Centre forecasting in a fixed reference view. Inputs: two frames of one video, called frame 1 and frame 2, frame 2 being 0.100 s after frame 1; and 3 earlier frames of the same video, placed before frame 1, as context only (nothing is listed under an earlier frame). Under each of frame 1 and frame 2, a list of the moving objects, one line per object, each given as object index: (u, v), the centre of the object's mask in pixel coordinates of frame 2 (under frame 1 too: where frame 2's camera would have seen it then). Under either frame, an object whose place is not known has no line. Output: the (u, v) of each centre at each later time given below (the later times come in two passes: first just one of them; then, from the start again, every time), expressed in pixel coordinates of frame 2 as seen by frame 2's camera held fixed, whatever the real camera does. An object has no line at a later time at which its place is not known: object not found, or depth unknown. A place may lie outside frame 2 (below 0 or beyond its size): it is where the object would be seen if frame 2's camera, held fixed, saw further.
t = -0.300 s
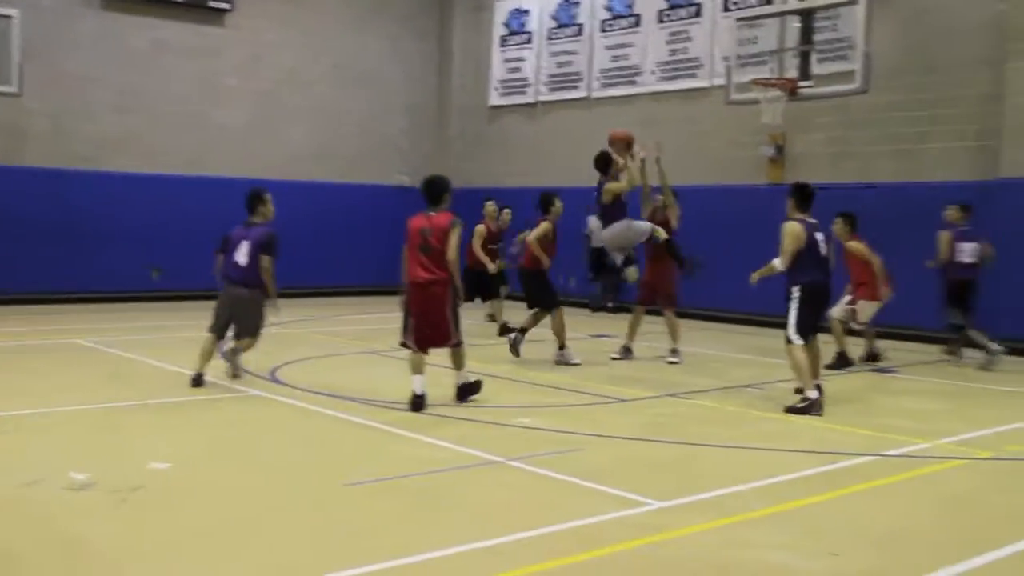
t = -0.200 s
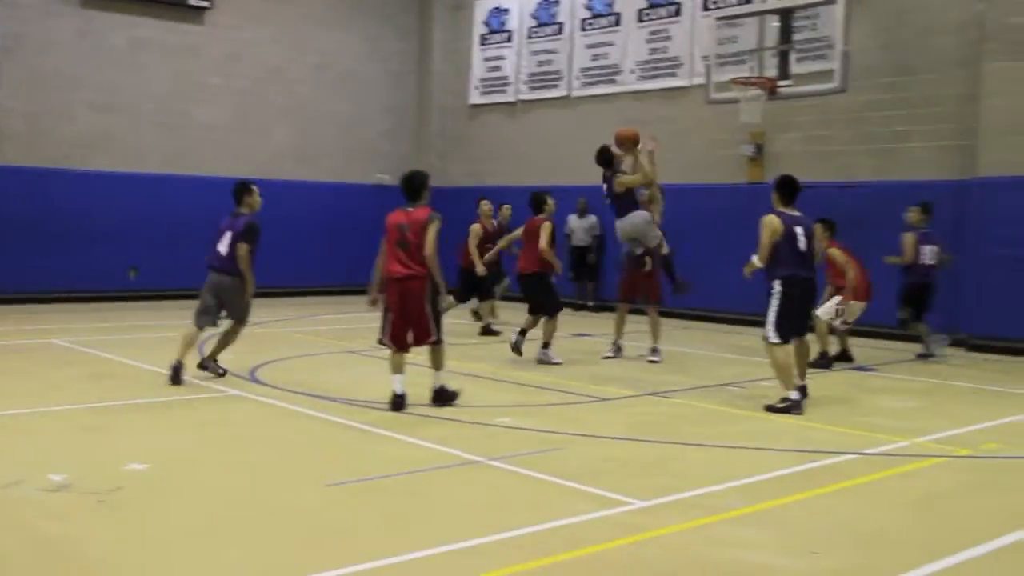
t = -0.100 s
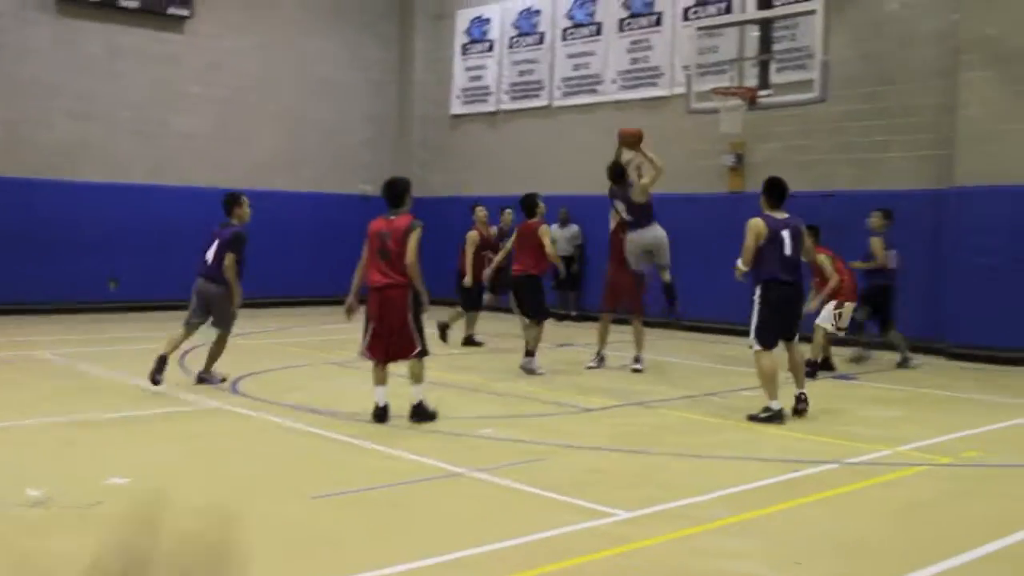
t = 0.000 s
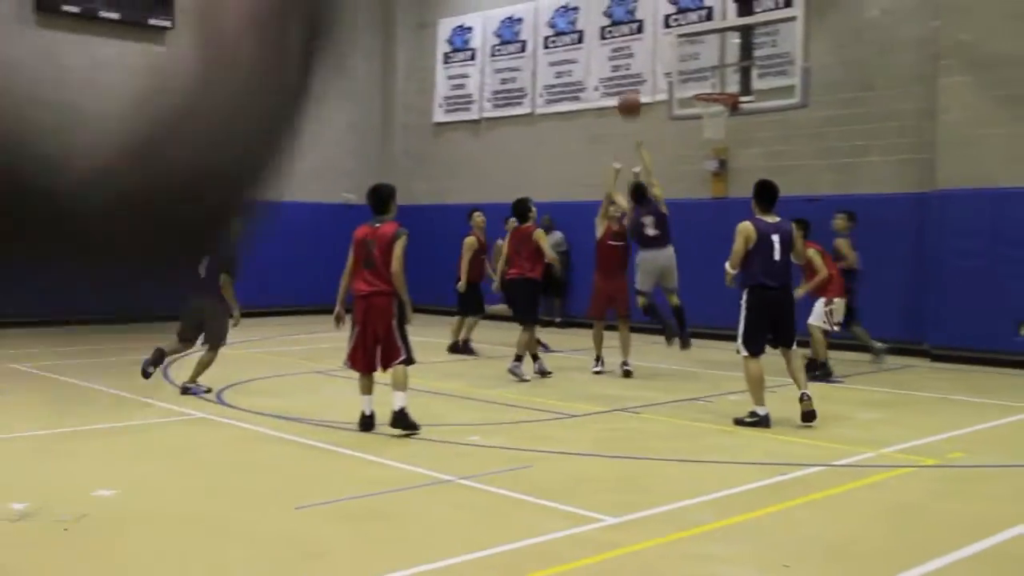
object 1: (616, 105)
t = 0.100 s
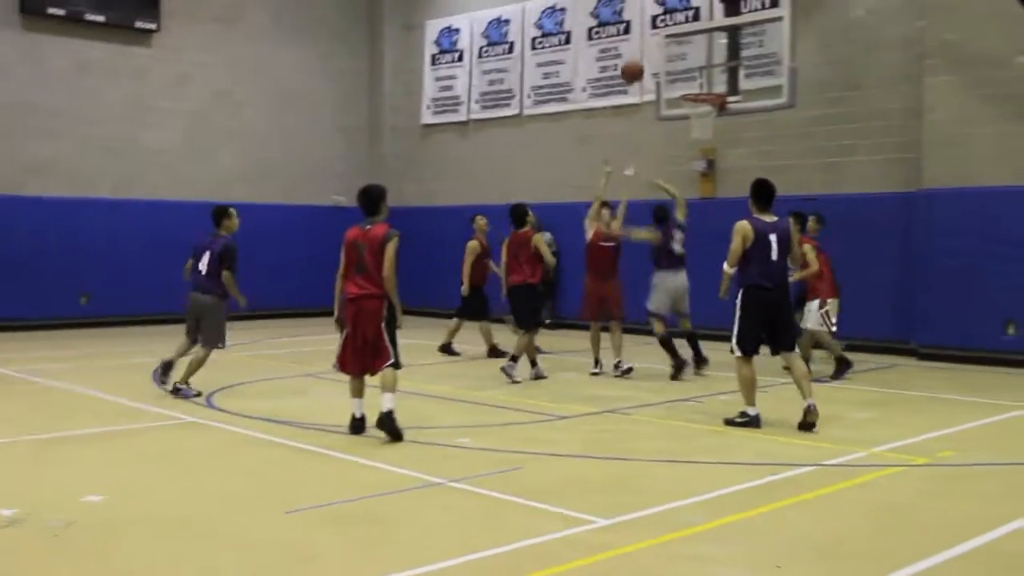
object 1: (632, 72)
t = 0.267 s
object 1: (655, 39)
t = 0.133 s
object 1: (637, 62)
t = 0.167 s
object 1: (641, 55)
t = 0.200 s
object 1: (646, 49)
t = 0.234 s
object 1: (650, 43)
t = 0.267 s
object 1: (655, 39)
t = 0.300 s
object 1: (660, 36)
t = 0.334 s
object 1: (664, 34)
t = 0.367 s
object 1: (668, 34)
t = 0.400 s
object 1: (671, 33)
